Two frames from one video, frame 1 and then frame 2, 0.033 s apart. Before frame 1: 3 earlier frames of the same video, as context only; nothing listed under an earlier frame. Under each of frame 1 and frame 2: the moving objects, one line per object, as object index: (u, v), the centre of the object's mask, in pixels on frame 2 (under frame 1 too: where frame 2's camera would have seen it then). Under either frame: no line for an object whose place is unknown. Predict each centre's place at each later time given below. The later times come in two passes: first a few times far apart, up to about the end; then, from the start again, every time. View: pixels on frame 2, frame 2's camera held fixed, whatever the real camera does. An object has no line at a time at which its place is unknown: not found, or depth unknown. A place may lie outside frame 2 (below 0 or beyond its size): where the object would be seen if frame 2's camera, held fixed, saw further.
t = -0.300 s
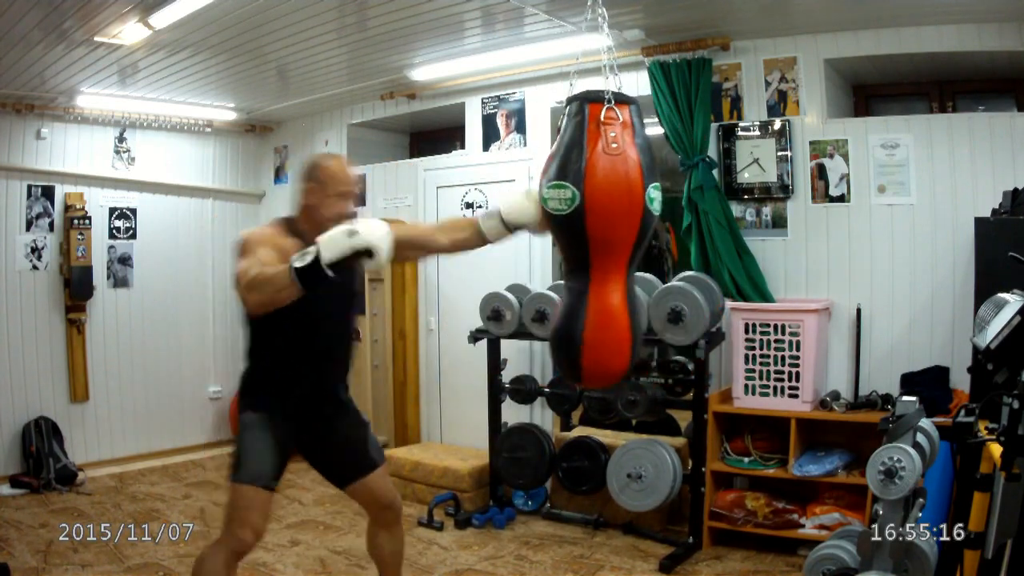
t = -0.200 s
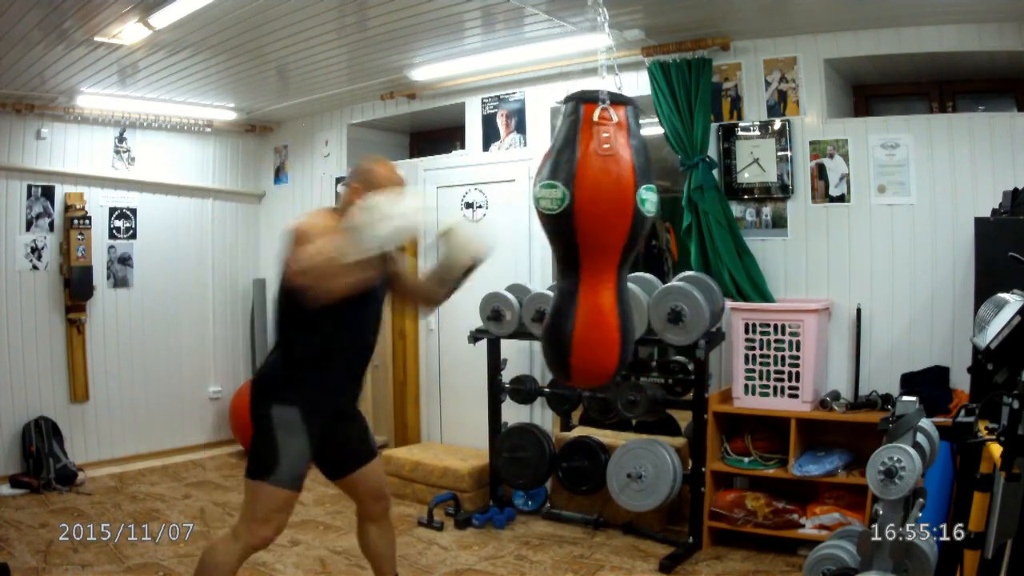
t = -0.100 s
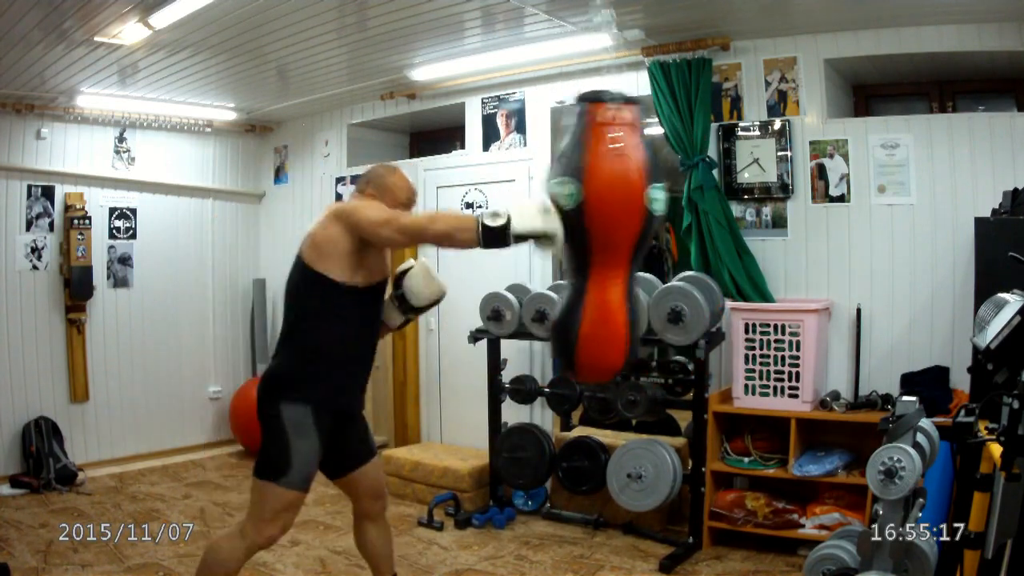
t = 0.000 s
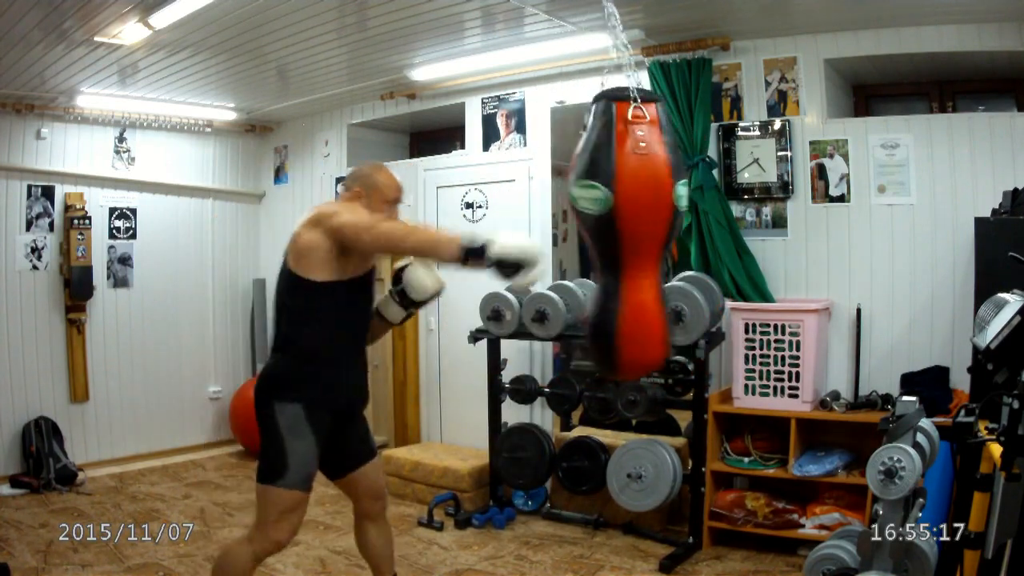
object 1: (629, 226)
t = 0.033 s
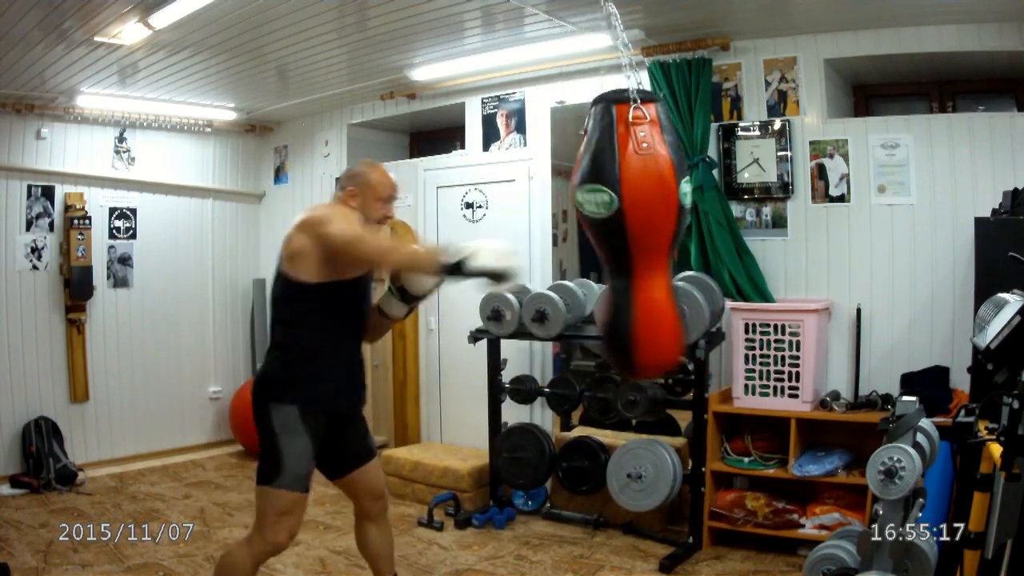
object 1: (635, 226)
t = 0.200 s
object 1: (665, 226)
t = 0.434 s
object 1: (679, 225)
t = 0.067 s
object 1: (640, 227)
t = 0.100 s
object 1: (646, 228)
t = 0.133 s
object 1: (652, 226)
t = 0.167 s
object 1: (658, 225)
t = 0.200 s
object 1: (665, 226)
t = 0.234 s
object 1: (669, 225)
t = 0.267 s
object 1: (672, 224)
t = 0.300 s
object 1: (675, 223)
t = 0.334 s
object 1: (677, 223)
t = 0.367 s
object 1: (678, 225)
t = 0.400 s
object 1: (678, 223)
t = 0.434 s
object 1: (679, 225)
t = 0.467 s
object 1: (677, 225)
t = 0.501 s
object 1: (675, 226)
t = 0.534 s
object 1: (671, 227)
